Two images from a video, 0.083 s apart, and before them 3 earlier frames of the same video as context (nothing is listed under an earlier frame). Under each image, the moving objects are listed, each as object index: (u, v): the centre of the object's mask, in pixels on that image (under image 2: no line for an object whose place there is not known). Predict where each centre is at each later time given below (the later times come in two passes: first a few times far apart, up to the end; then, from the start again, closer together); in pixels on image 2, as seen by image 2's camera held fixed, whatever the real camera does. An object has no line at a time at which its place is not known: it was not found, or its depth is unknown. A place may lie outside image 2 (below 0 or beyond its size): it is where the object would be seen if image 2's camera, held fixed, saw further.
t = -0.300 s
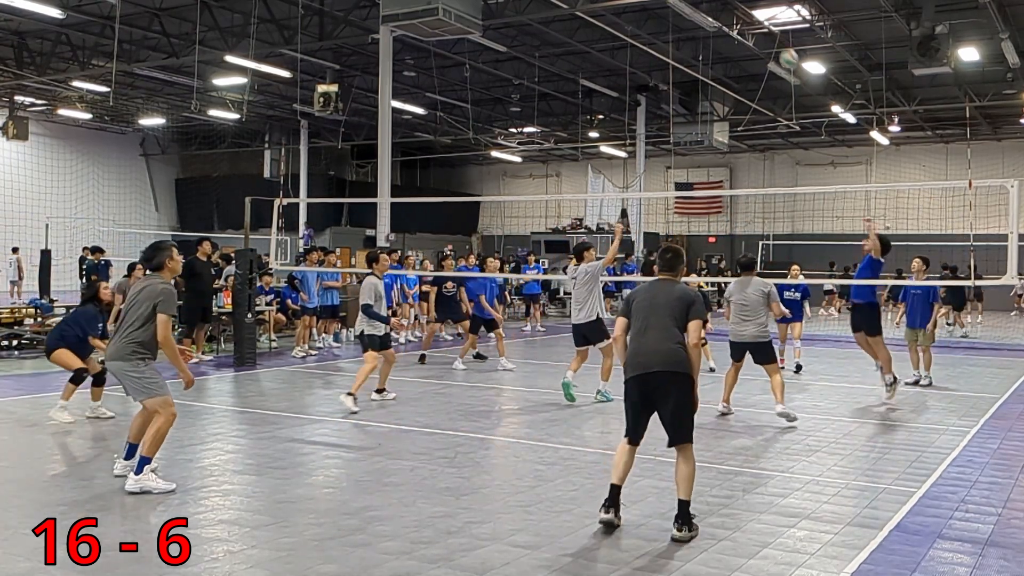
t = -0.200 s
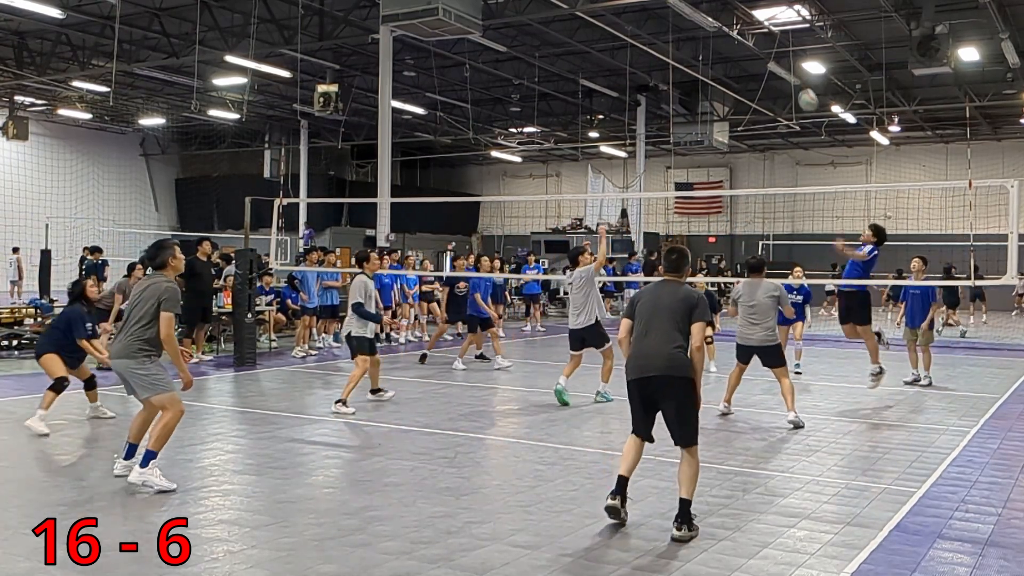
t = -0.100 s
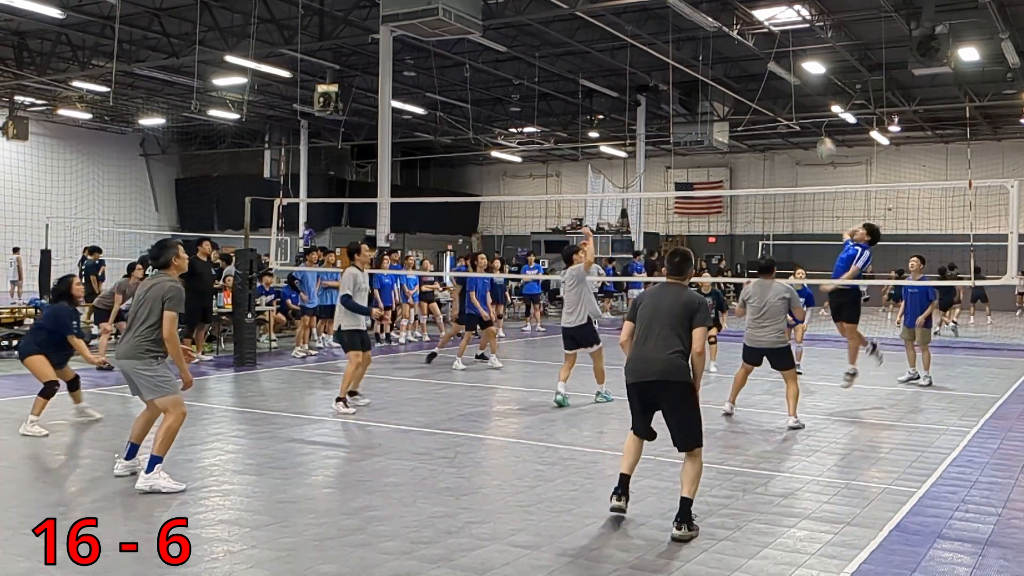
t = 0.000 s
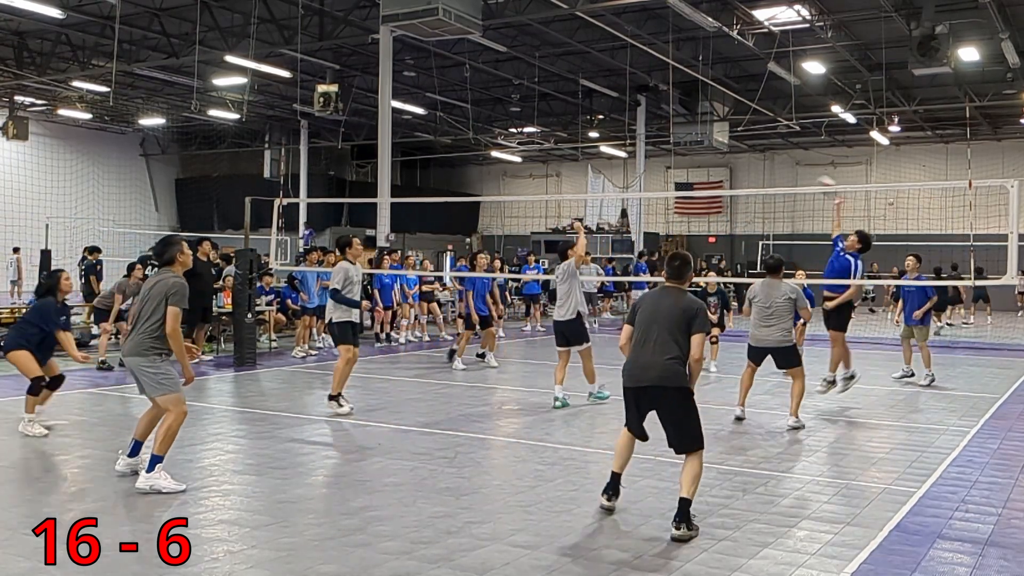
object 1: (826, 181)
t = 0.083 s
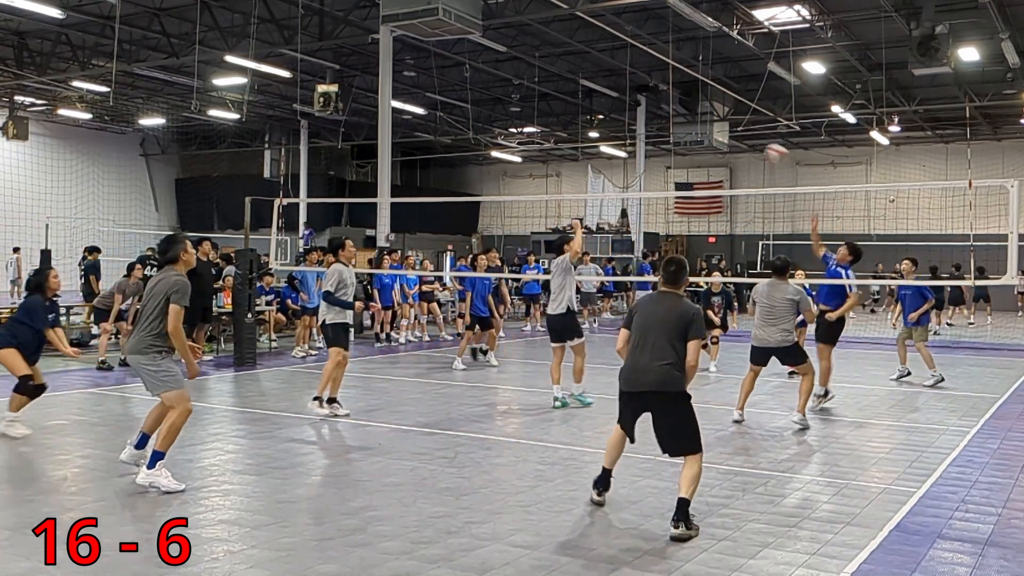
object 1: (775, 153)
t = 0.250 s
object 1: (669, 104)
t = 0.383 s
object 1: (574, 79)
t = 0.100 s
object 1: (766, 148)
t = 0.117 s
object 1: (755, 143)
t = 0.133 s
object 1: (745, 138)
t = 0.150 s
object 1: (735, 131)
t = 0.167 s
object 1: (724, 126)
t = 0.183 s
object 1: (712, 122)
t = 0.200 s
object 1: (702, 117)
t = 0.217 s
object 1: (690, 113)
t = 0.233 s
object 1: (680, 109)
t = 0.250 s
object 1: (669, 104)
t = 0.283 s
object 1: (645, 96)
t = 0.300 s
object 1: (634, 93)
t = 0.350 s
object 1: (598, 84)
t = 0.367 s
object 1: (587, 81)
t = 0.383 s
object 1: (574, 79)
